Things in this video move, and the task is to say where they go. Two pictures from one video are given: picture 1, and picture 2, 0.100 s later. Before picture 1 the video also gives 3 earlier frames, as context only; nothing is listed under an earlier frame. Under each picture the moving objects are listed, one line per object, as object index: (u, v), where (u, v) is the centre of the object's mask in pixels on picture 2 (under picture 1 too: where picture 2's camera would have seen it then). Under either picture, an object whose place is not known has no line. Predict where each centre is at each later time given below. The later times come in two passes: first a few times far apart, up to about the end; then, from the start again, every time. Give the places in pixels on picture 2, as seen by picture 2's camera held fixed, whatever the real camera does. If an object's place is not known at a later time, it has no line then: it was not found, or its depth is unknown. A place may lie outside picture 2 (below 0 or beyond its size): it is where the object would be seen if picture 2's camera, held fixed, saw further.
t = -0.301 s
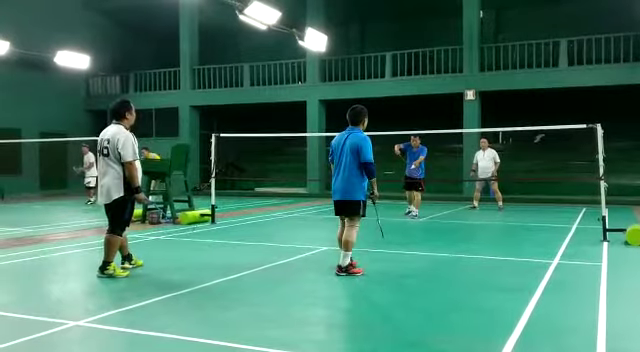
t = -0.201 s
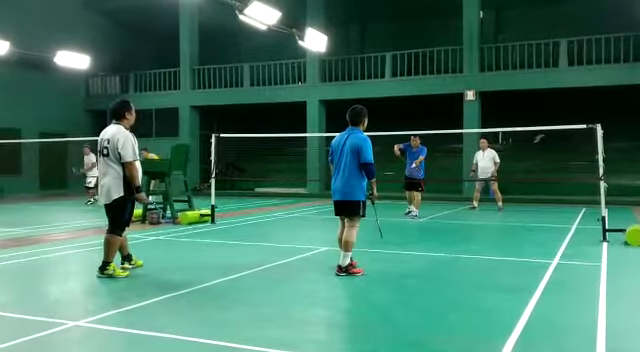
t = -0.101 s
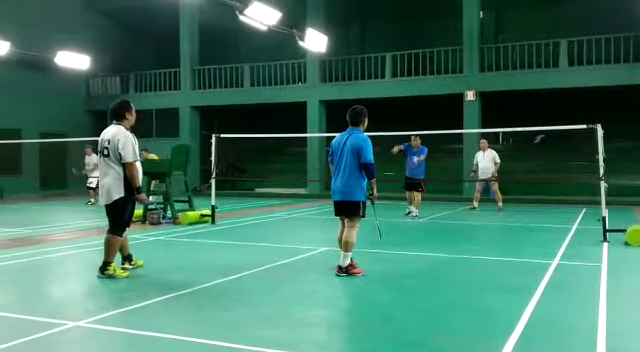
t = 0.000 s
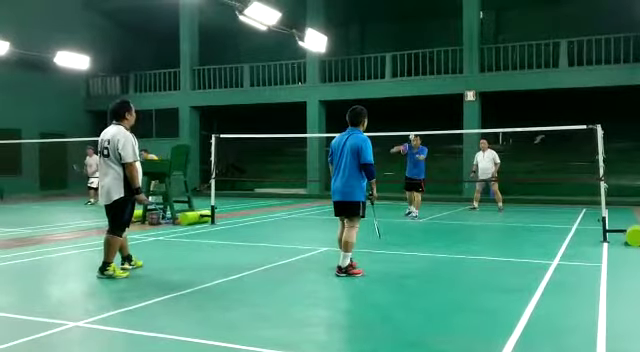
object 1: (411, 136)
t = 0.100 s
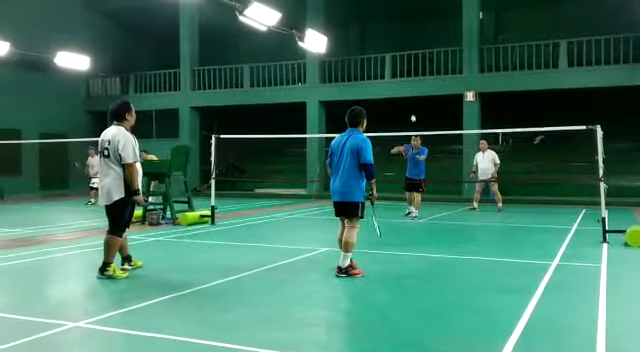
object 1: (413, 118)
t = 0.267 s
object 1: (412, 101)
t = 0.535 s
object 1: (410, 114)
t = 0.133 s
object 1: (412, 113)
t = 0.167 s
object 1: (412, 109)
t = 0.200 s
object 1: (412, 106)
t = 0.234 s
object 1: (412, 103)
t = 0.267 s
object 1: (412, 101)
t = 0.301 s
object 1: (412, 100)
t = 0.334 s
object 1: (412, 100)
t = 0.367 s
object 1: (412, 100)
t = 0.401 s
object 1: (411, 101)
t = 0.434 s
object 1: (411, 103)
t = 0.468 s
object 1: (411, 106)
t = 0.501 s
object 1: (410, 109)
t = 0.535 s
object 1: (410, 114)
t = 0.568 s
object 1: (409, 119)
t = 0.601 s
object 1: (408, 125)
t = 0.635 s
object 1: (408, 133)
